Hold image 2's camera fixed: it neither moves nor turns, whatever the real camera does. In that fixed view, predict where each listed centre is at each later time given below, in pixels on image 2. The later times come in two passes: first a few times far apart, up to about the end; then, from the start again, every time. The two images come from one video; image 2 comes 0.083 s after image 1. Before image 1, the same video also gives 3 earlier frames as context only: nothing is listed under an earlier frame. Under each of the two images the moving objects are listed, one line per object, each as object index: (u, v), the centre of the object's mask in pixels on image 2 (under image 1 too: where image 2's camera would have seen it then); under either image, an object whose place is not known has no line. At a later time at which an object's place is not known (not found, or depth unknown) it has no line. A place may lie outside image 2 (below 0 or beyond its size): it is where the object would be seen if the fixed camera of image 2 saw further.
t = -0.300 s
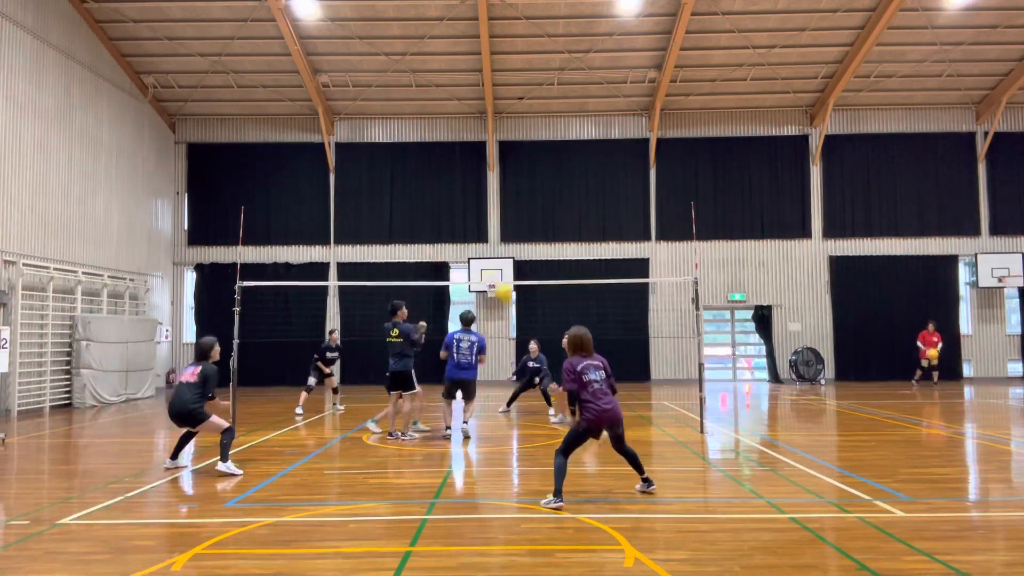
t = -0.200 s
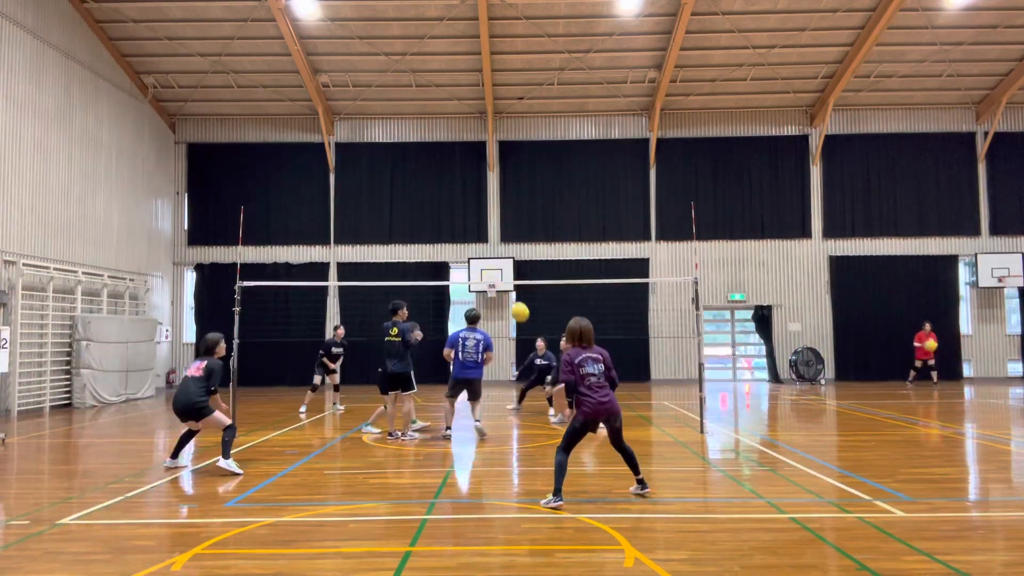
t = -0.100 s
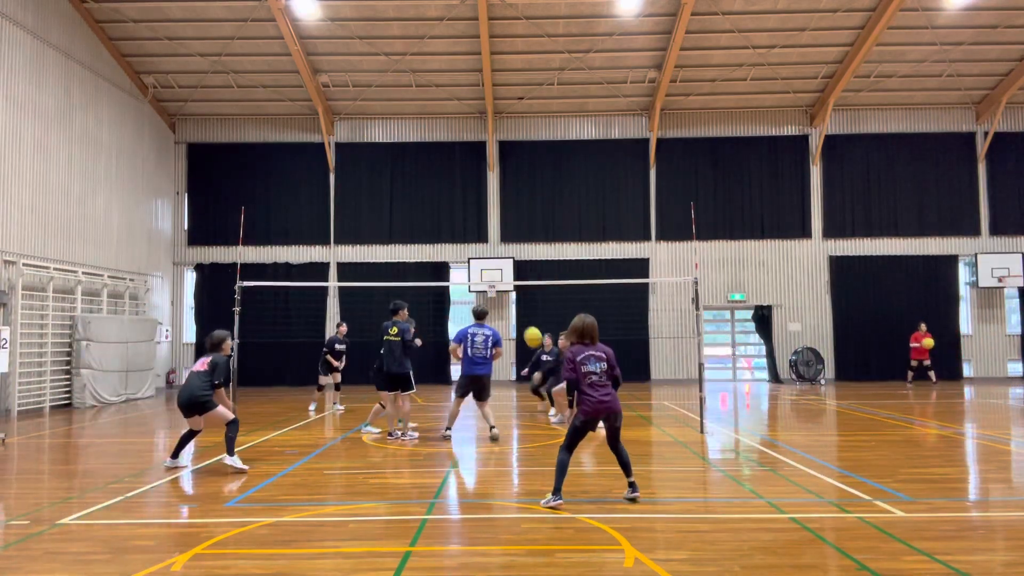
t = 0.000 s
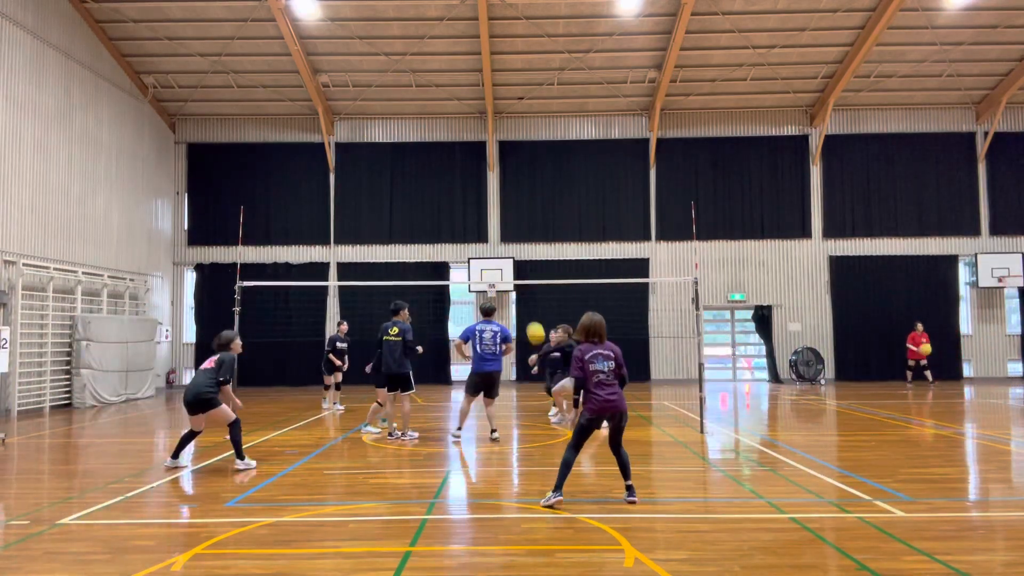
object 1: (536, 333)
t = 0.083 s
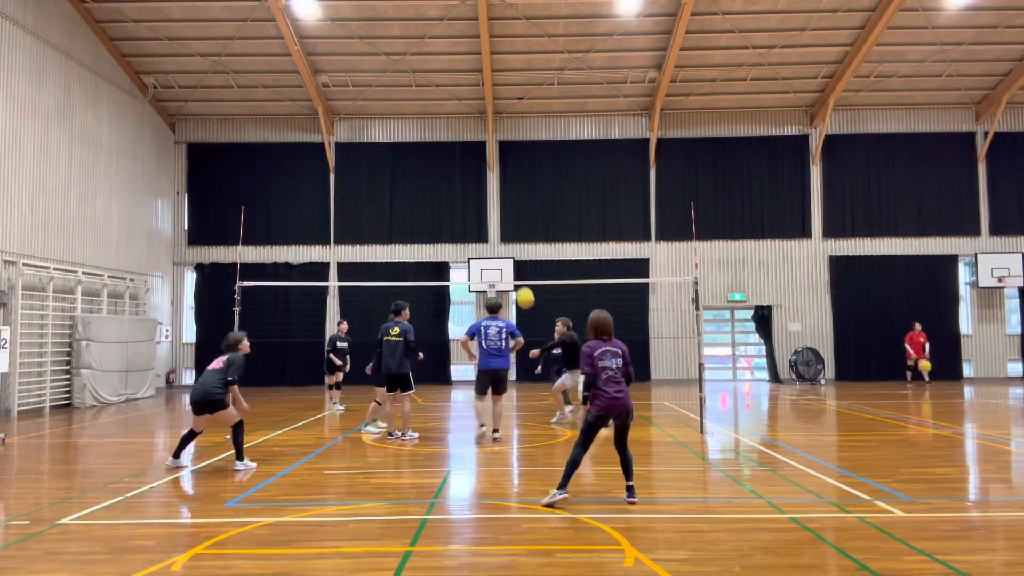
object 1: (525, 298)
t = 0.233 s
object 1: (507, 246)
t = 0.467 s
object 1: (482, 202)
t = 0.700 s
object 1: (459, 195)
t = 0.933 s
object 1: (441, 222)
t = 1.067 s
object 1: (430, 251)
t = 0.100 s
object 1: (523, 292)
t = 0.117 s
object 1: (521, 285)
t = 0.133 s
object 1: (519, 279)
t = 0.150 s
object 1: (517, 273)
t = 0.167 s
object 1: (515, 268)
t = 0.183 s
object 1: (513, 262)
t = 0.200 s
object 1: (511, 257)
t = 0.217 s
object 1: (509, 251)
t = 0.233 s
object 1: (507, 246)
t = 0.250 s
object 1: (505, 242)
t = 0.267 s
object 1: (503, 238)
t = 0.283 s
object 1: (502, 234)
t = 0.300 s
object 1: (500, 229)
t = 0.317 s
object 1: (498, 226)
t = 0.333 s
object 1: (496, 222)
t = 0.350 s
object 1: (494, 219)
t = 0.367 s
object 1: (492, 216)
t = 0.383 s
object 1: (490, 213)
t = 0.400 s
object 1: (488, 210)
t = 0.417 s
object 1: (487, 208)
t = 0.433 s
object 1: (485, 206)
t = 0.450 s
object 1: (483, 204)
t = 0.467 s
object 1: (482, 202)
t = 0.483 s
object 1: (480, 200)
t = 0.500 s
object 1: (478, 198)
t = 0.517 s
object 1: (477, 197)
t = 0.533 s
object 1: (475, 196)
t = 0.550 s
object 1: (473, 195)
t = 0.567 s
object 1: (472, 194)
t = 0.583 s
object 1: (470, 194)
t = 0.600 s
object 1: (468, 193)
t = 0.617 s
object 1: (467, 193)
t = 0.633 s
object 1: (465, 193)
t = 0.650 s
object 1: (464, 193)
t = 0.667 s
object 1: (462, 194)
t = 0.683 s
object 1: (461, 194)
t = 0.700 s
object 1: (459, 195)
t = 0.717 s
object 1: (458, 196)
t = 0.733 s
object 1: (457, 197)
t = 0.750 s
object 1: (455, 198)
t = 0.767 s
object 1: (454, 200)
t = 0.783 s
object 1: (453, 201)
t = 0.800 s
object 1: (451, 203)
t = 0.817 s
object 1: (450, 204)
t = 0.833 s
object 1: (449, 206)
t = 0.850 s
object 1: (447, 209)
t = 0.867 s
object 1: (446, 211)
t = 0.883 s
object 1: (445, 214)
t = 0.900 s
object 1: (443, 216)
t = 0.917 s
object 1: (442, 219)
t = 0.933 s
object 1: (441, 222)
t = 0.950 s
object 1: (439, 225)
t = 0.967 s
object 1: (438, 229)
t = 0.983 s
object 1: (436, 232)
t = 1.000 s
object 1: (435, 235)
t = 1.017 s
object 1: (434, 239)
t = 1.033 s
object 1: (433, 243)
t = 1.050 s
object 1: (431, 247)
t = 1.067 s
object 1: (430, 251)
